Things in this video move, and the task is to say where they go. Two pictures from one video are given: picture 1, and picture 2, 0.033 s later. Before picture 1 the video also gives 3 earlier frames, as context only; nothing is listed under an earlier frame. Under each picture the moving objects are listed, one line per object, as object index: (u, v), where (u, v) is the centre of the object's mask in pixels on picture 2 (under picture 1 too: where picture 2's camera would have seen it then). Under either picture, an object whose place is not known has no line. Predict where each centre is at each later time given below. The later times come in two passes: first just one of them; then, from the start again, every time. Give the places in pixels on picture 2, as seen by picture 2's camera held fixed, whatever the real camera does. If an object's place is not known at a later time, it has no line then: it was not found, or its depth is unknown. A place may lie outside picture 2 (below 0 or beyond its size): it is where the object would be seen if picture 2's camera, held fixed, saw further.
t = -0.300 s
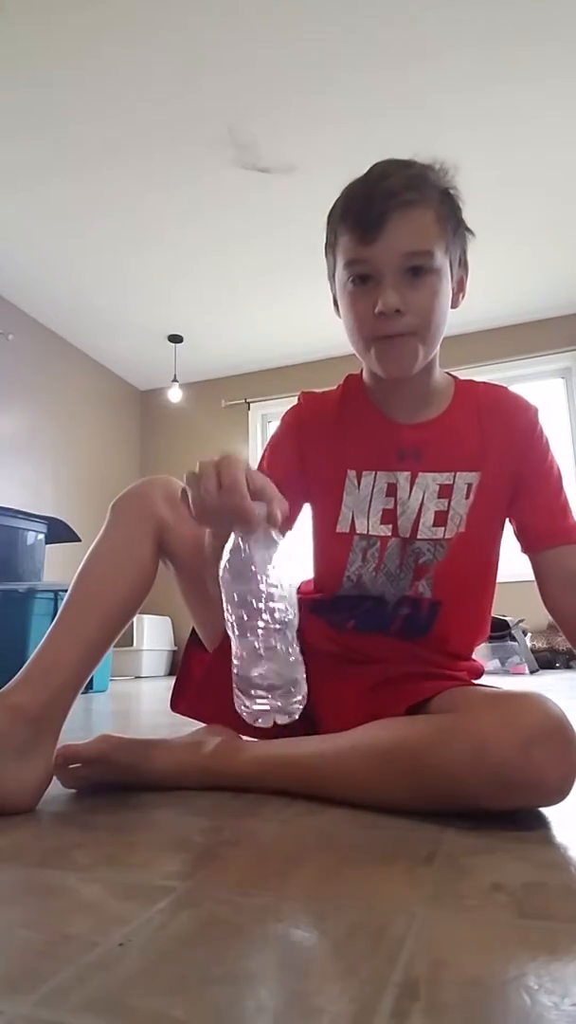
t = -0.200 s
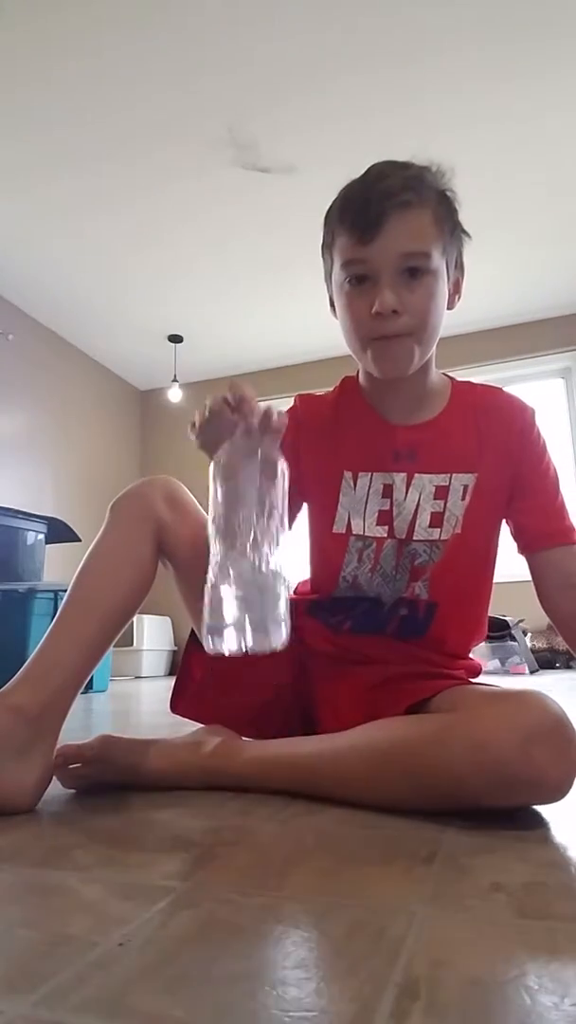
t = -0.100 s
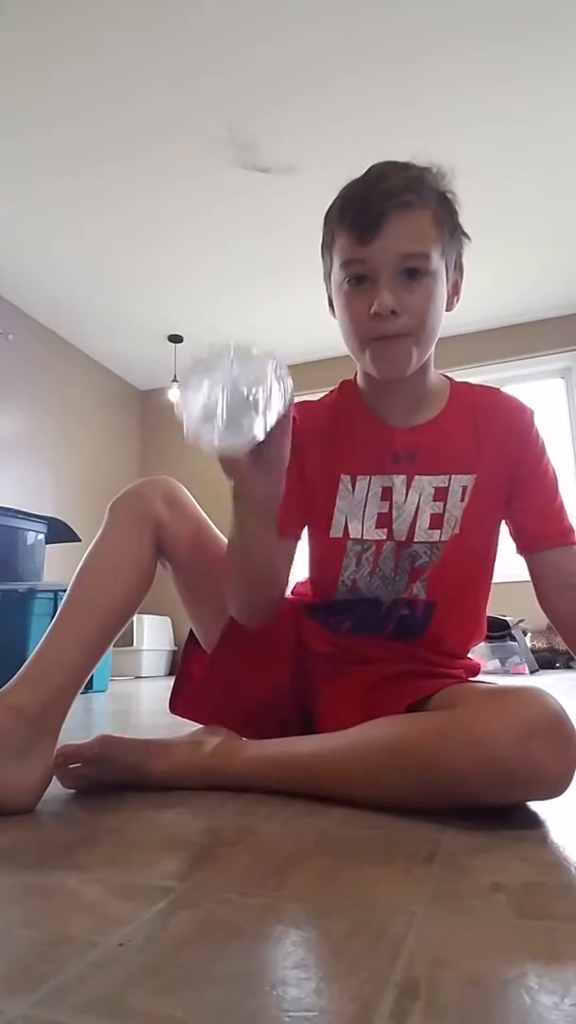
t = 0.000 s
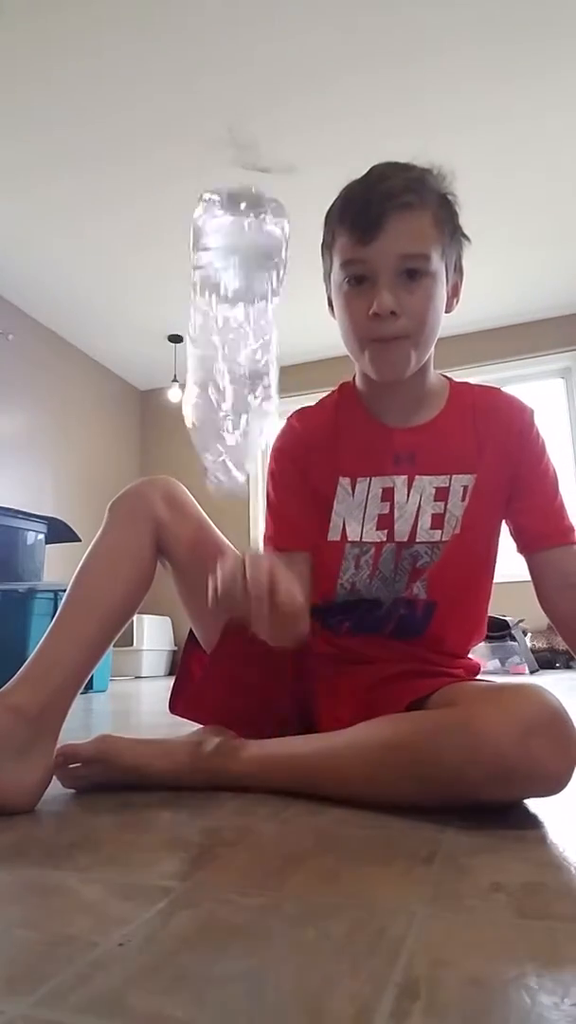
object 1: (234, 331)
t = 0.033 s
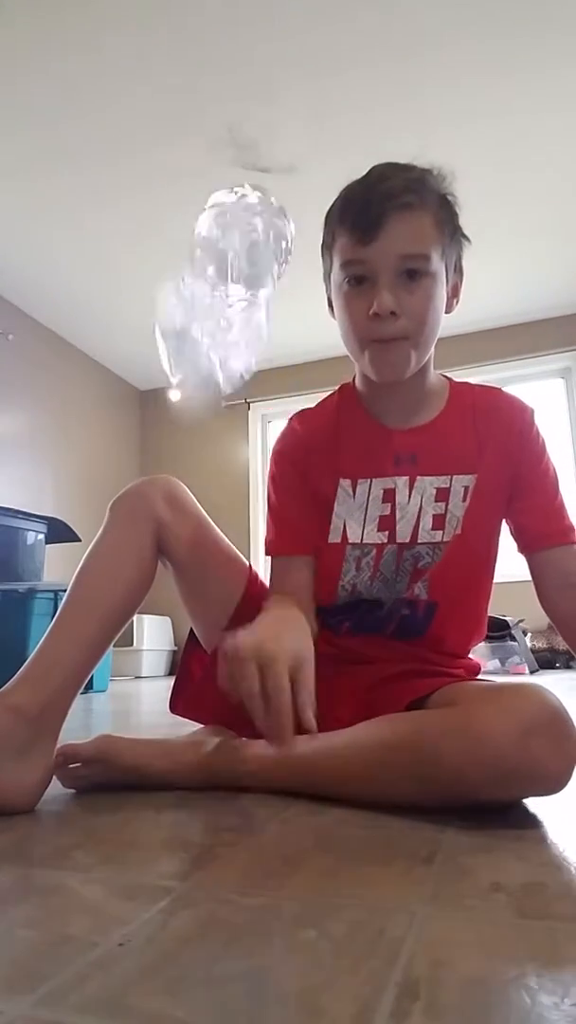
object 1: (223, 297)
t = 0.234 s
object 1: (264, 466)
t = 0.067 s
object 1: (215, 217)
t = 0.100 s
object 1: (229, 177)
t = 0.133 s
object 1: (241, 202)
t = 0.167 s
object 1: (251, 263)
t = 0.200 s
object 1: (257, 353)
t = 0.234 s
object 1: (264, 466)
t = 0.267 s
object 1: (272, 611)
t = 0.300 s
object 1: (278, 792)
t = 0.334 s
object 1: (283, 804)
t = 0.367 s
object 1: (292, 802)
